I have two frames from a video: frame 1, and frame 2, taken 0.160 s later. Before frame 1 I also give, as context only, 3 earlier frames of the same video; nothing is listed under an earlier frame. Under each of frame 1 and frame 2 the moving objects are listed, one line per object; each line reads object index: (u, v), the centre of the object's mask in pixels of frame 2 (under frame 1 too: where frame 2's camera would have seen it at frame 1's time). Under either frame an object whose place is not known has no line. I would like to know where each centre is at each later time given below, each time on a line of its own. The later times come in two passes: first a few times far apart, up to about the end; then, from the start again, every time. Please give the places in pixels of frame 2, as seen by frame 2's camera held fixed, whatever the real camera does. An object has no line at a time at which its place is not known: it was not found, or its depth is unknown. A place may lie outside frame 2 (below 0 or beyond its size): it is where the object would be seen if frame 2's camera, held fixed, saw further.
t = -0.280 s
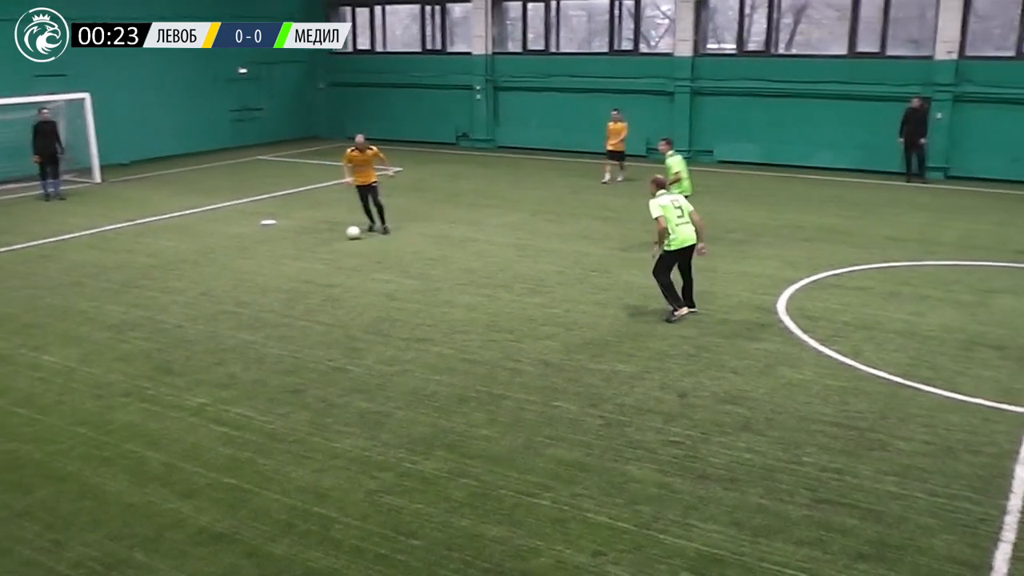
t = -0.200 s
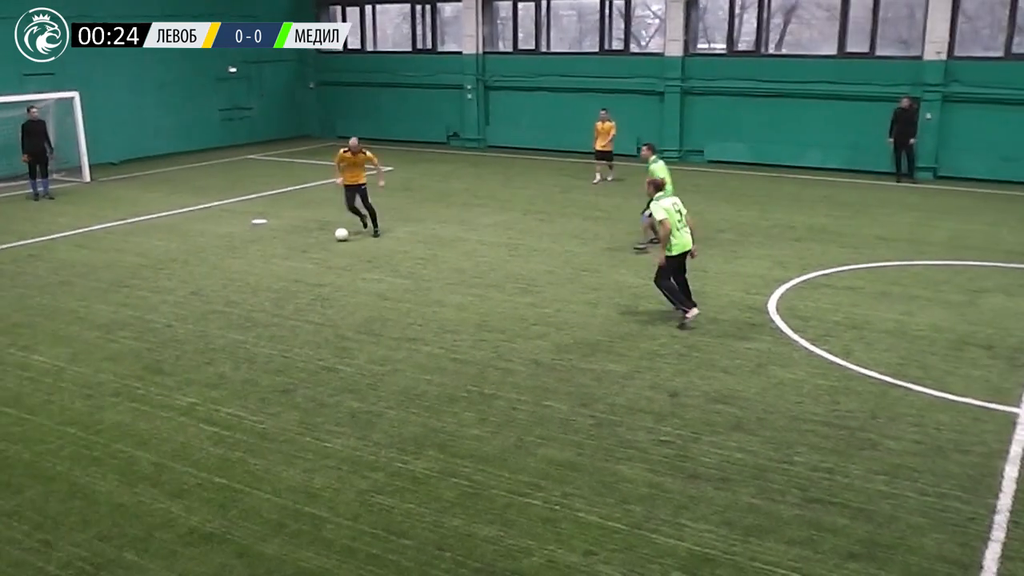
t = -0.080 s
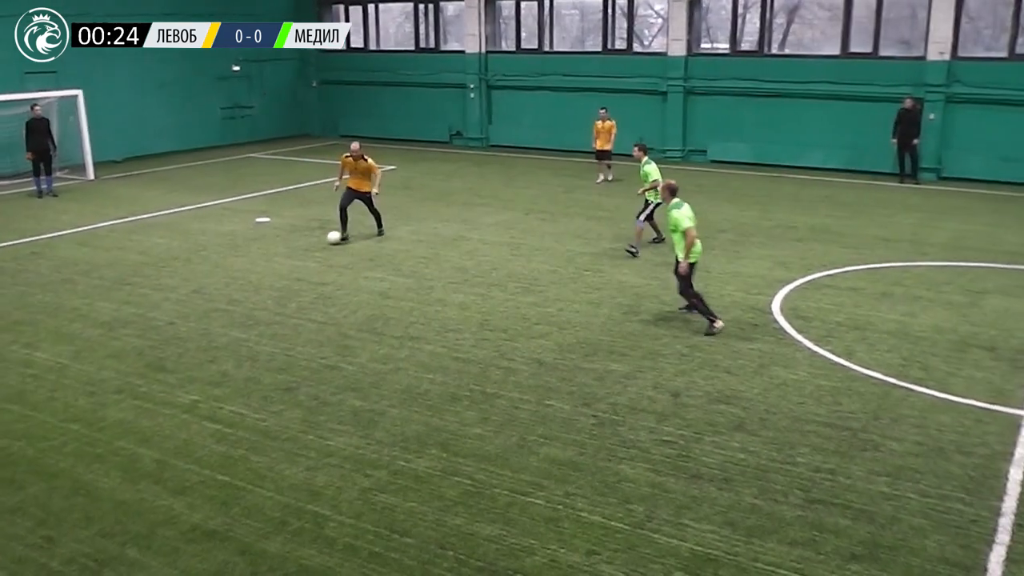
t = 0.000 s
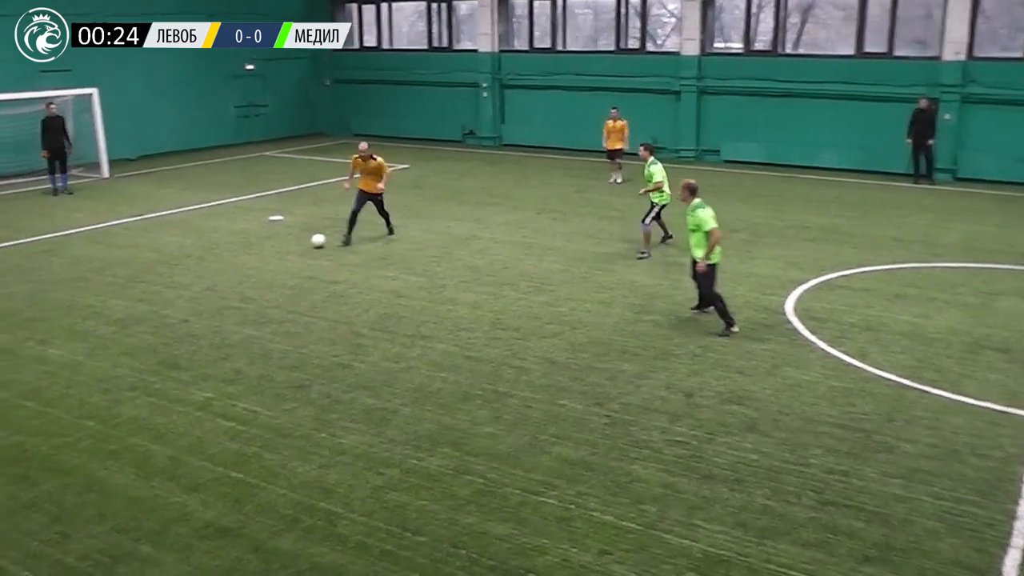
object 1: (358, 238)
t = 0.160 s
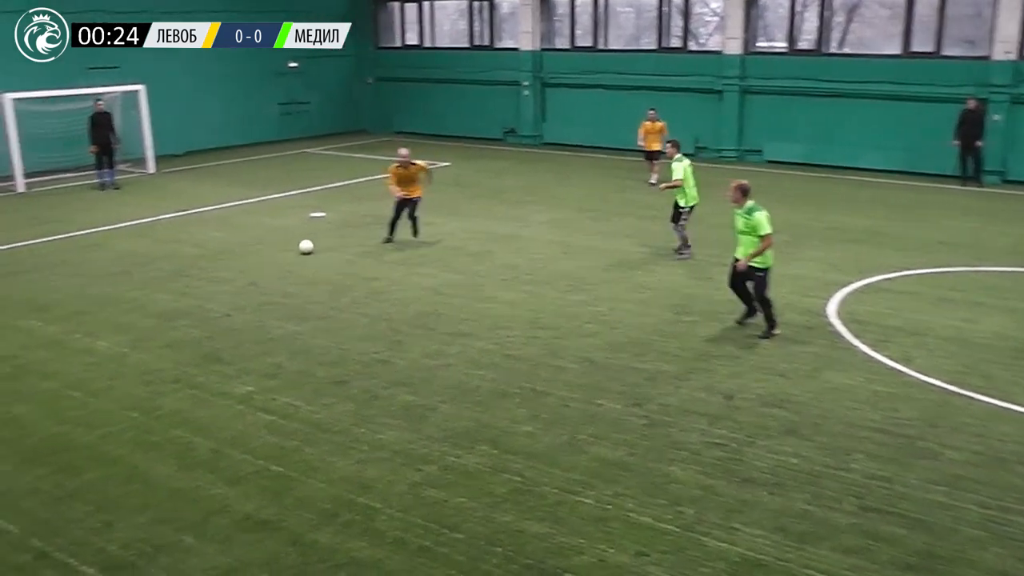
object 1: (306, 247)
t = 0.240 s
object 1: (282, 252)
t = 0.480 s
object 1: (213, 265)
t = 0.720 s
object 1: (139, 280)
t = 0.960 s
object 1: (60, 297)
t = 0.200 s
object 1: (294, 249)
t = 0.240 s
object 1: (282, 252)
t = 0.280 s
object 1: (271, 254)
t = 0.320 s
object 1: (259, 256)
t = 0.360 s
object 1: (248, 258)
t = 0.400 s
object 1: (236, 261)
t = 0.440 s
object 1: (225, 263)
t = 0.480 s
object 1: (213, 265)
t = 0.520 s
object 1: (201, 268)
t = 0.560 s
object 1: (189, 270)
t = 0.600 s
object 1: (176, 273)
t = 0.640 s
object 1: (164, 276)
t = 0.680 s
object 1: (152, 278)
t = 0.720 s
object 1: (139, 280)
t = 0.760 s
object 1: (126, 284)
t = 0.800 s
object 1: (113, 286)
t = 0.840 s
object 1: (100, 289)
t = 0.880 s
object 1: (87, 292)
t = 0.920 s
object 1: (73, 294)
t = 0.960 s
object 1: (60, 297)
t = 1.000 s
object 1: (46, 299)
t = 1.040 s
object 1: (32, 302)
